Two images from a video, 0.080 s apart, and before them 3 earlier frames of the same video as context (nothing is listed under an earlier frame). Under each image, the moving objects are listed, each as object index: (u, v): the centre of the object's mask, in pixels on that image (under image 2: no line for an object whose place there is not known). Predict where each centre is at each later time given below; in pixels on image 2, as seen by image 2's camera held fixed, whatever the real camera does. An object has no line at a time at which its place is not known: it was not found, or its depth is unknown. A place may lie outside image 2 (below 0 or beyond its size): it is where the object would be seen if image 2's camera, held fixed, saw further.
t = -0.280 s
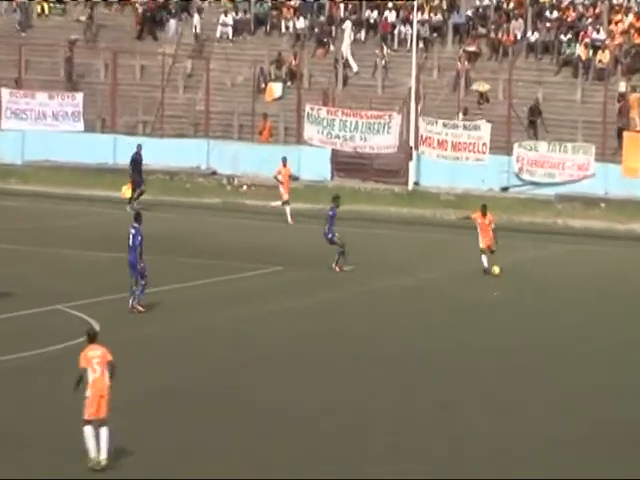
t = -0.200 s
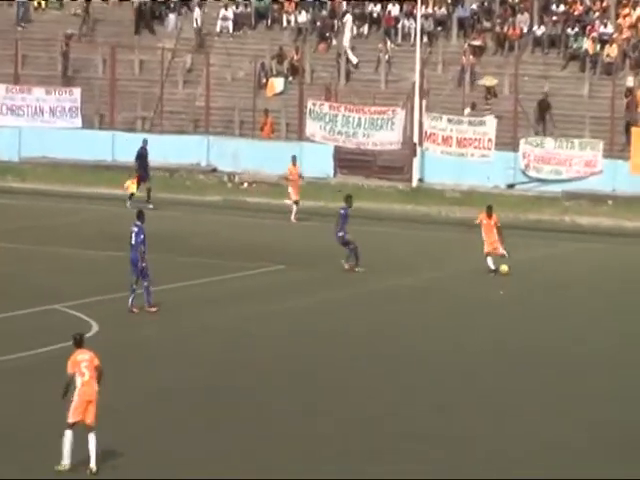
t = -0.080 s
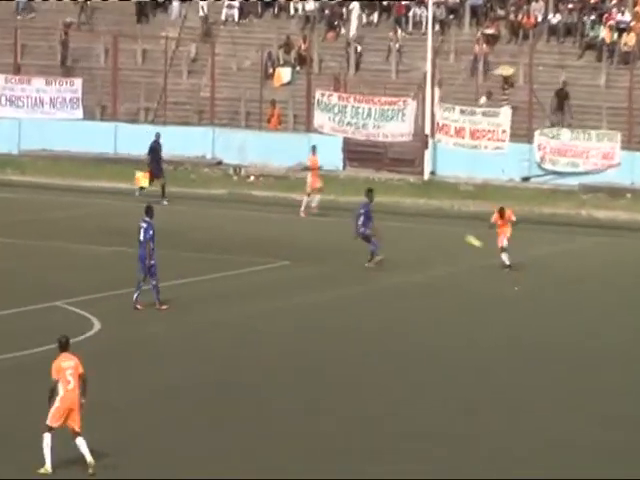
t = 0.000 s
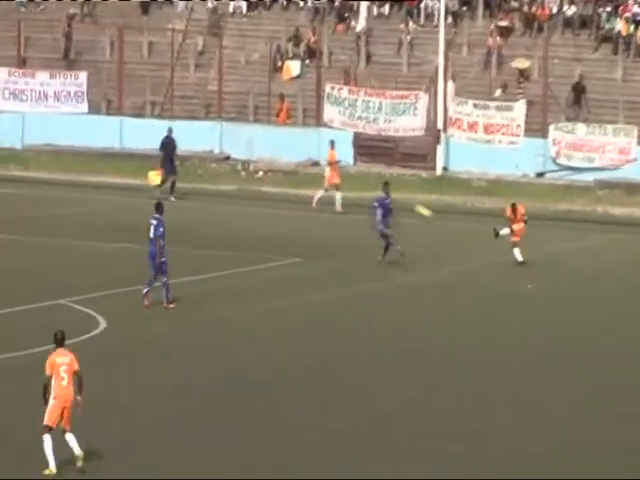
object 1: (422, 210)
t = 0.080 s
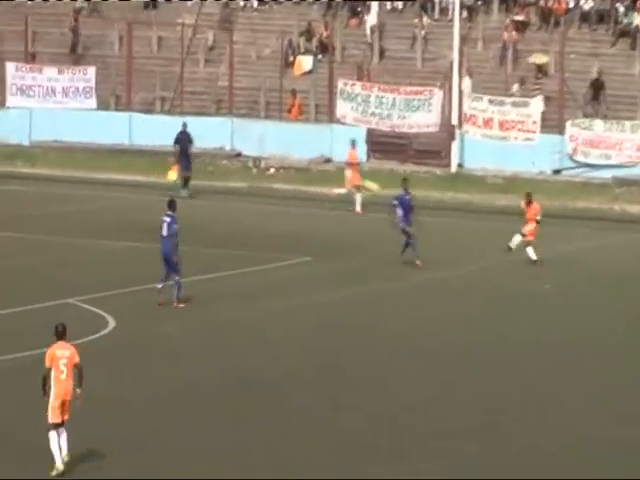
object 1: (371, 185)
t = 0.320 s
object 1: (167, 140)
